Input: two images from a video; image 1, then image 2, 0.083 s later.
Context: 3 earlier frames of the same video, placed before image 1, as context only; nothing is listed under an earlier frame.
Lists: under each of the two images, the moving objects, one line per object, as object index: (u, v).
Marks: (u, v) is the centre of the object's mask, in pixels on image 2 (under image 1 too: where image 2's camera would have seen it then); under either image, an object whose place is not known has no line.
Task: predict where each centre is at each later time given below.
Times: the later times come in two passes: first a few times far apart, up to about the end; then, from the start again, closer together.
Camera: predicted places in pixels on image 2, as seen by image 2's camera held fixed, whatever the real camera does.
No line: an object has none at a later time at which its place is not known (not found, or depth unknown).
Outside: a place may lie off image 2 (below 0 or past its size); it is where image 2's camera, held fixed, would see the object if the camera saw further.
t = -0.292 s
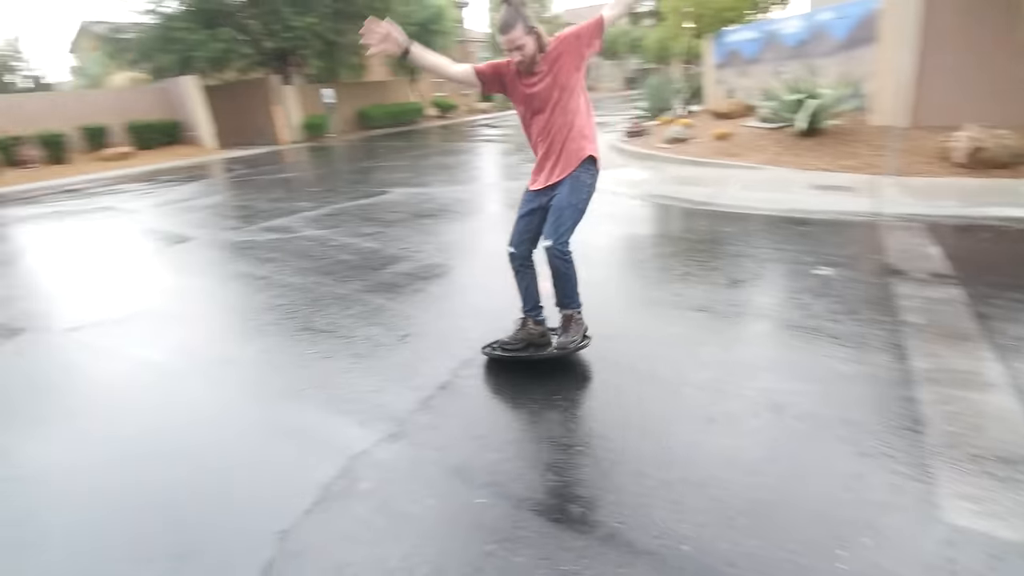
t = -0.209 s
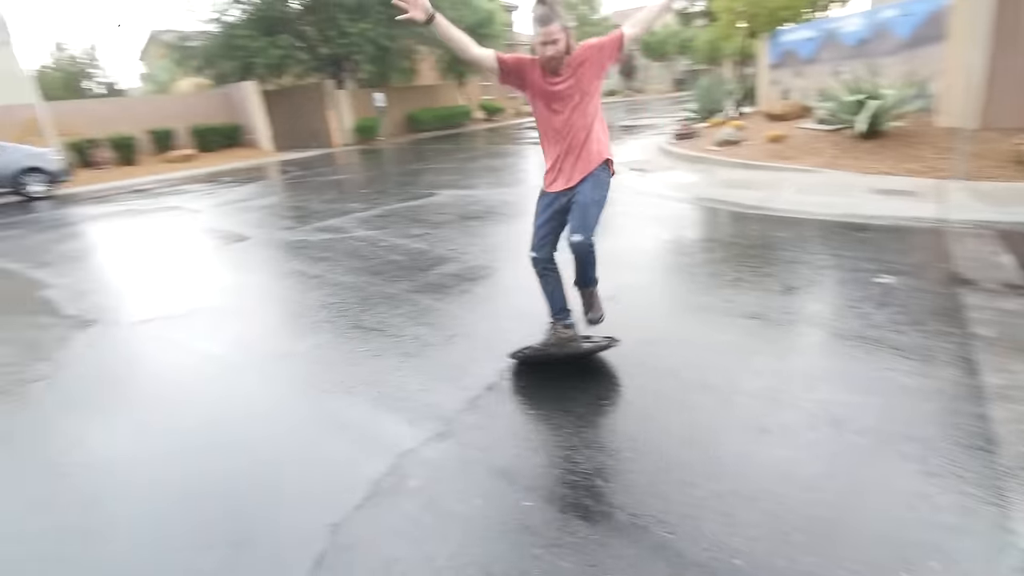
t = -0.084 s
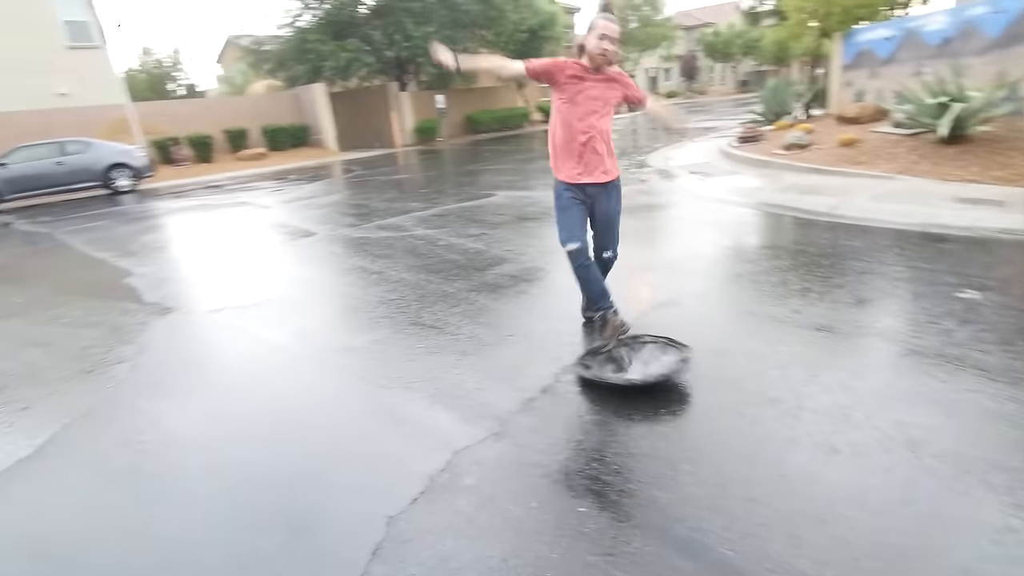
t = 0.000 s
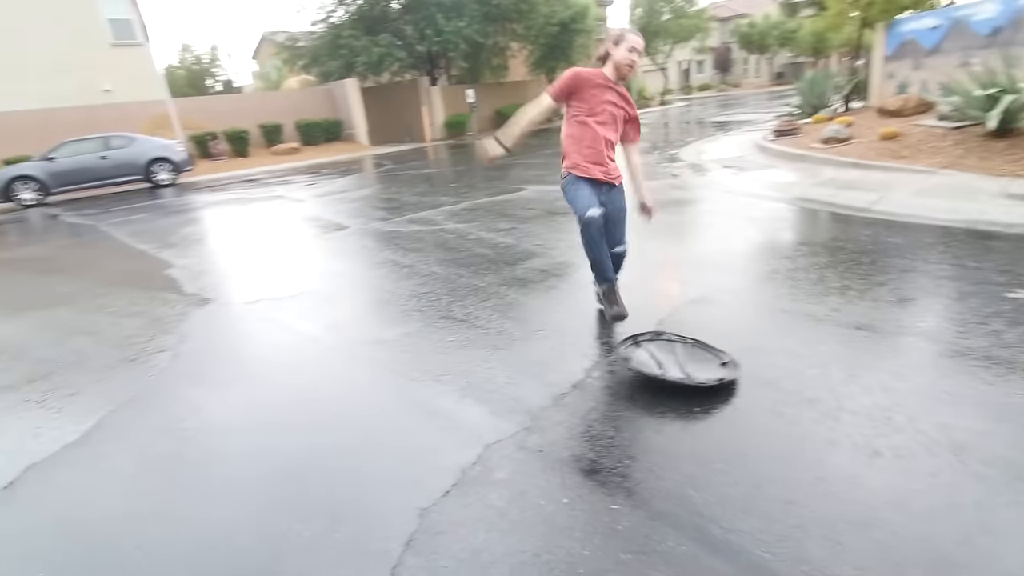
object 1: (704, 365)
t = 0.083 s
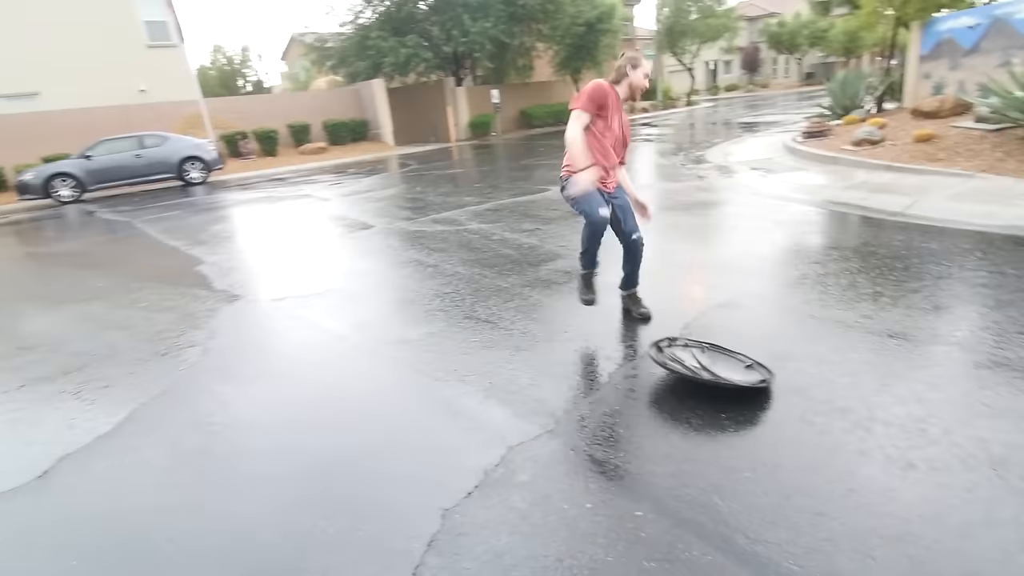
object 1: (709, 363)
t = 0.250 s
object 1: (719, 372)
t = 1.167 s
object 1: (719, 370)
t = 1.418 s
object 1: (718, 369)
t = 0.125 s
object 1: (712, 365)
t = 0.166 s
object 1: (715, 369)
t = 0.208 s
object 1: (718, 371)
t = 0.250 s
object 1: (719, 372)
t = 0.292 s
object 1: (718, 371)
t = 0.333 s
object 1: (716, 371)
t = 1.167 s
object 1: (719, 370)
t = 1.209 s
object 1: (719, 370)
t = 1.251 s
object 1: (719, 370)
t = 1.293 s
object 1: (719, 370)
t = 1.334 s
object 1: (719, 370)
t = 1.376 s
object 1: (718, 370)
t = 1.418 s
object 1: (718, 369)
